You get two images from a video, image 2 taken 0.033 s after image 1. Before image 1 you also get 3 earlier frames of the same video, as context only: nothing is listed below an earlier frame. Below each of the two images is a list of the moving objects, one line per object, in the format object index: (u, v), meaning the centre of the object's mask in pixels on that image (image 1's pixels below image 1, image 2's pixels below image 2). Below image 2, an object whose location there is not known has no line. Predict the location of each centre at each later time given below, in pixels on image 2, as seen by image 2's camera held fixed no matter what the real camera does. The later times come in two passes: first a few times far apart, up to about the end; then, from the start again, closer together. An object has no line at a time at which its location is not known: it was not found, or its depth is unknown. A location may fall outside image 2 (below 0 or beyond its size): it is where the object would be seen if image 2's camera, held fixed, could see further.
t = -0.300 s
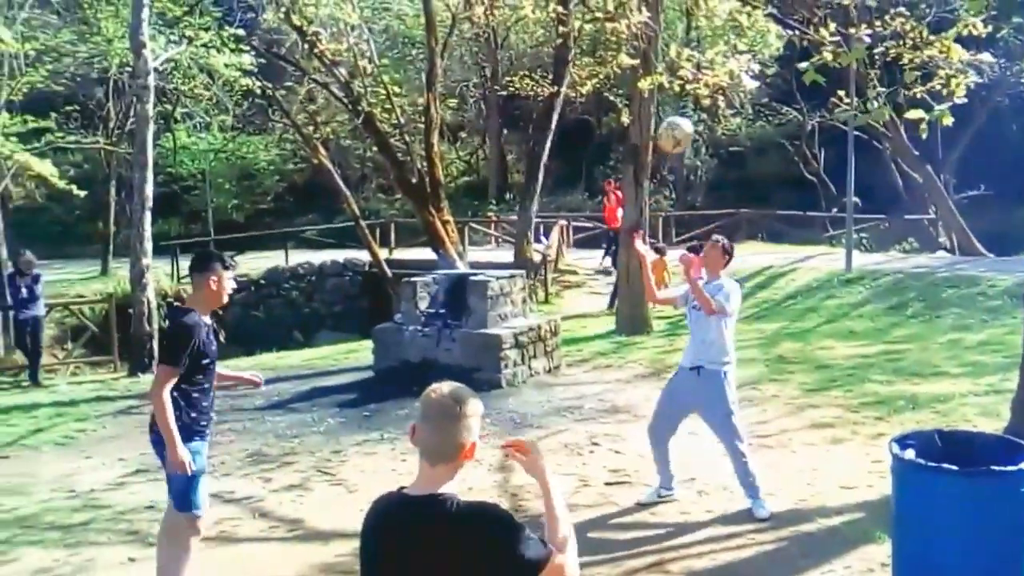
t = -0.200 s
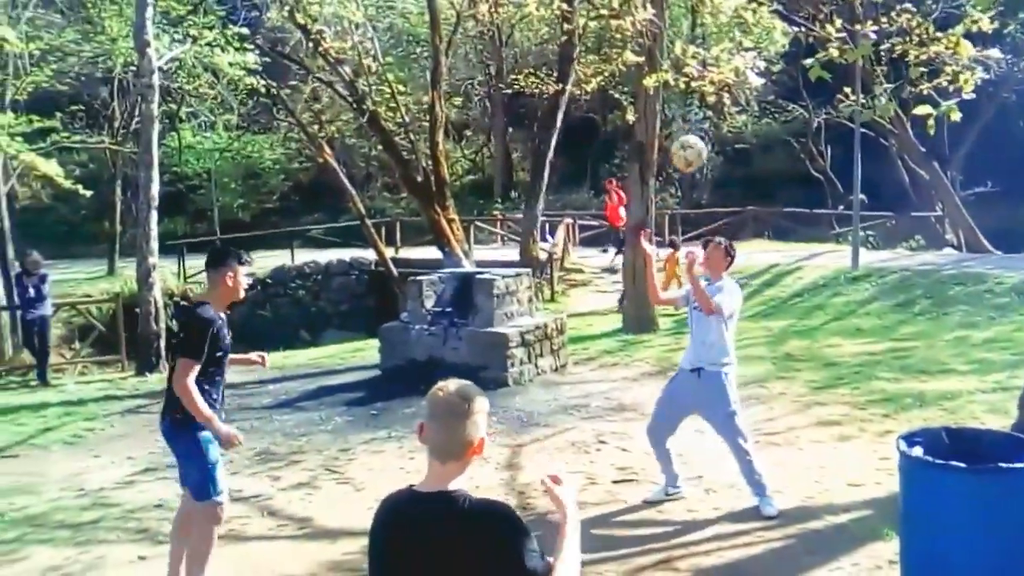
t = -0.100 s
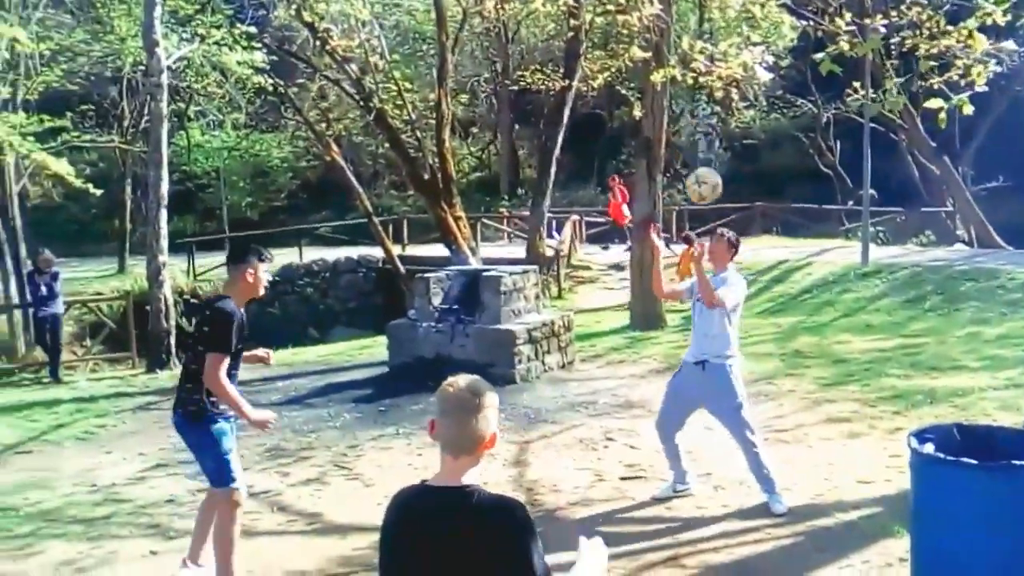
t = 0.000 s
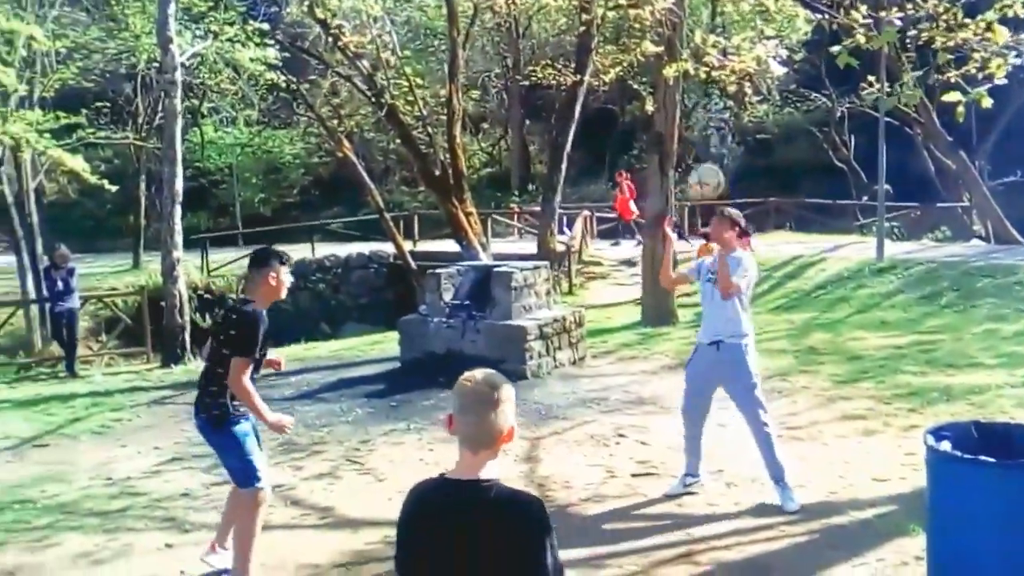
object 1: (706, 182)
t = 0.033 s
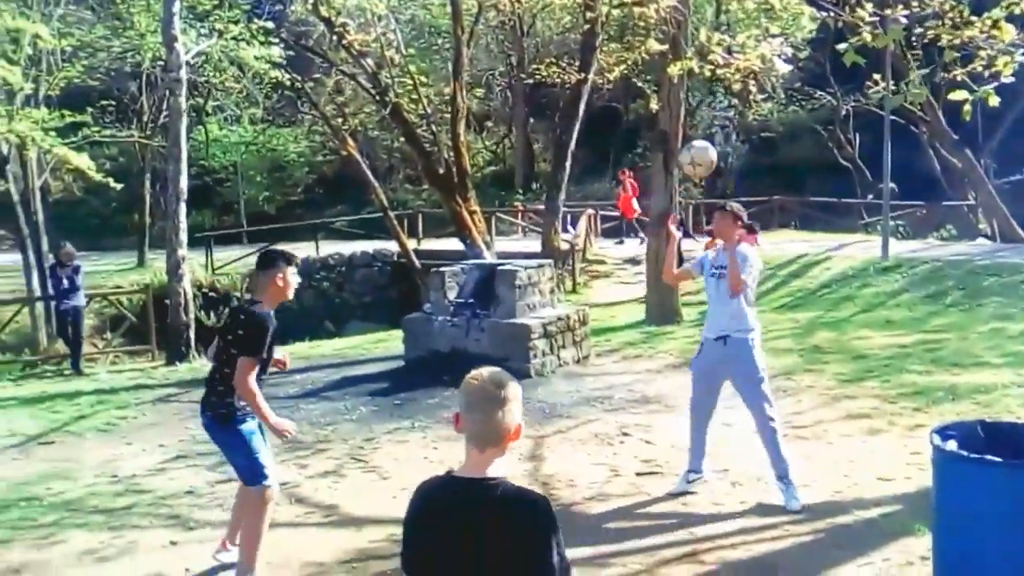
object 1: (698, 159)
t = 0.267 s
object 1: (614, 50)
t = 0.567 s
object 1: (488, 48)
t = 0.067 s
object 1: (686, 139)
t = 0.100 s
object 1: (674, 120)
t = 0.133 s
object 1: (663, 103)
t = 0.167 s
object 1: (651, 88)
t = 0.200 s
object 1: (639, 74)
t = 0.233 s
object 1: (627, 60)
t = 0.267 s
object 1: (614, 50)
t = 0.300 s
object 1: (602, 42)
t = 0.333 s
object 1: (589, 36)
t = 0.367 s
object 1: (576, 31)
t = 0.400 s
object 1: (562, 30)
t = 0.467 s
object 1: (533, 32)
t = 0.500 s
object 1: (518, 36)
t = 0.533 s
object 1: (503, 40)
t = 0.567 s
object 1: (488, 48)
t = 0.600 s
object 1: (473, 60)
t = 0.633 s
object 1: (458, 74)
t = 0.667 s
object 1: (443, 90)
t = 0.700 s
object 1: (427, 109)
